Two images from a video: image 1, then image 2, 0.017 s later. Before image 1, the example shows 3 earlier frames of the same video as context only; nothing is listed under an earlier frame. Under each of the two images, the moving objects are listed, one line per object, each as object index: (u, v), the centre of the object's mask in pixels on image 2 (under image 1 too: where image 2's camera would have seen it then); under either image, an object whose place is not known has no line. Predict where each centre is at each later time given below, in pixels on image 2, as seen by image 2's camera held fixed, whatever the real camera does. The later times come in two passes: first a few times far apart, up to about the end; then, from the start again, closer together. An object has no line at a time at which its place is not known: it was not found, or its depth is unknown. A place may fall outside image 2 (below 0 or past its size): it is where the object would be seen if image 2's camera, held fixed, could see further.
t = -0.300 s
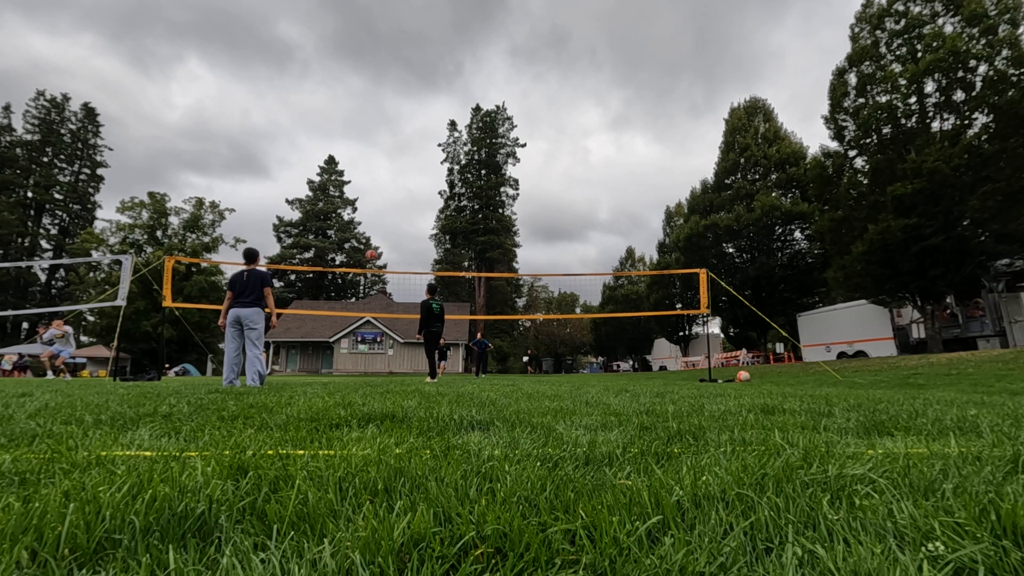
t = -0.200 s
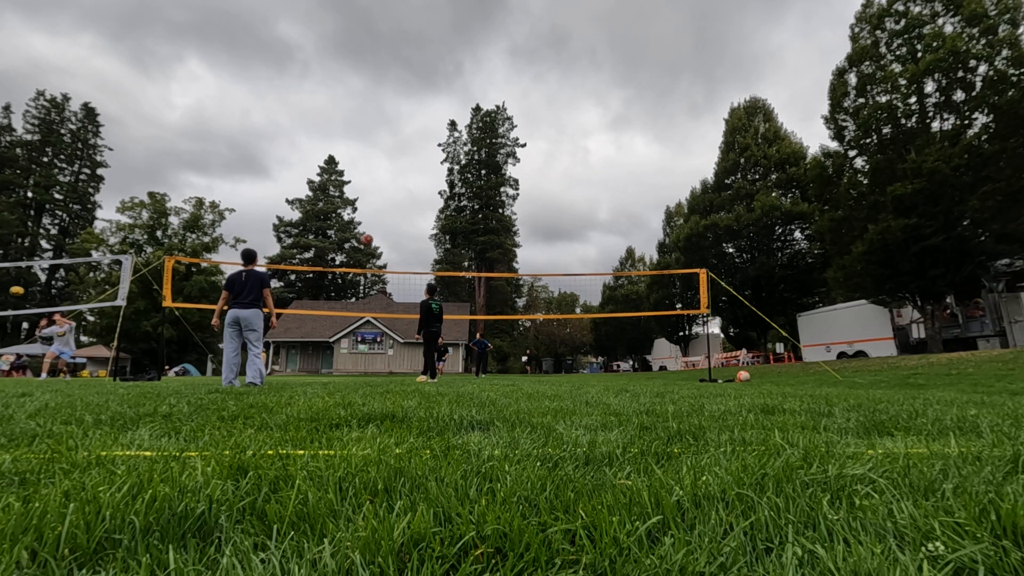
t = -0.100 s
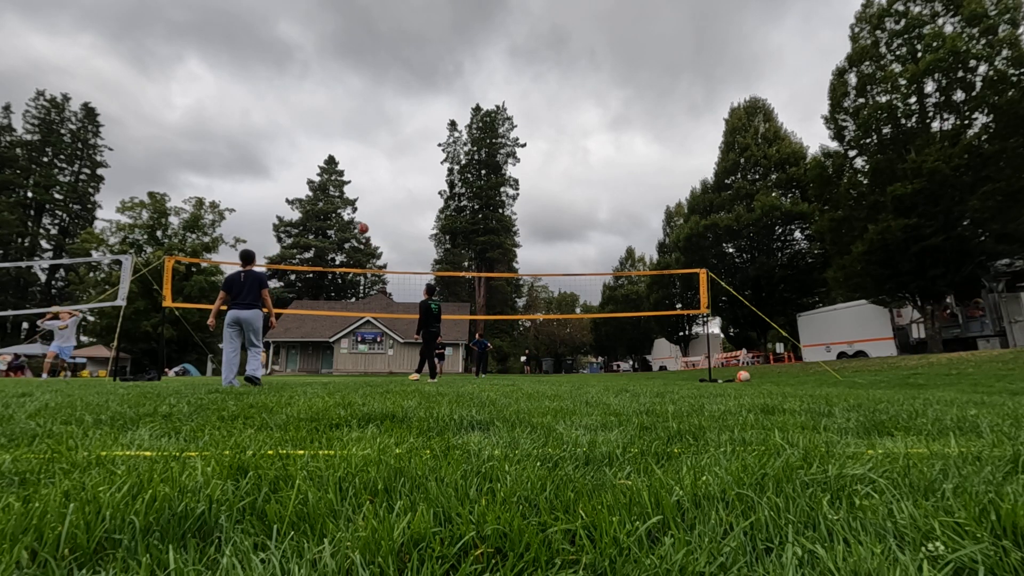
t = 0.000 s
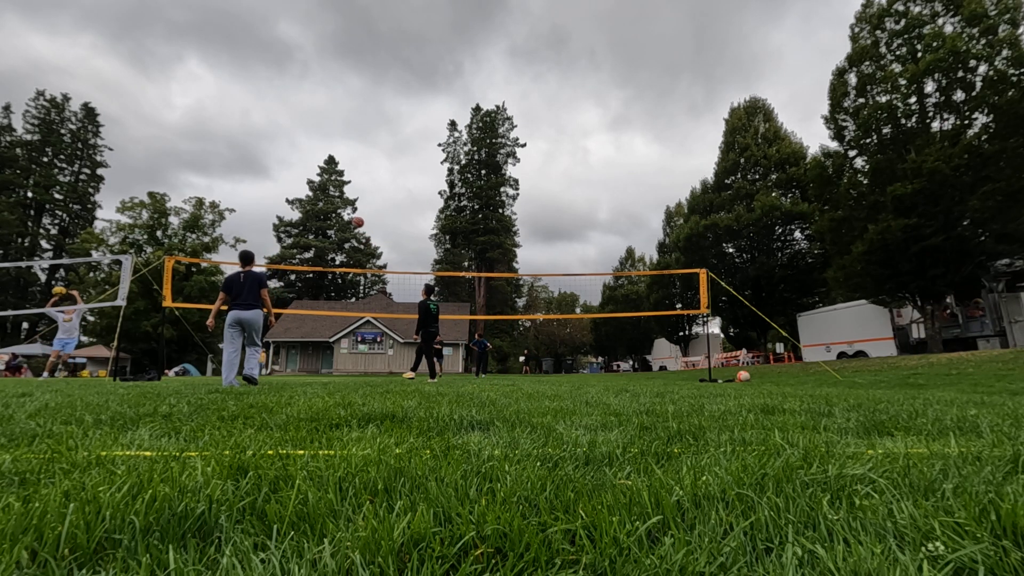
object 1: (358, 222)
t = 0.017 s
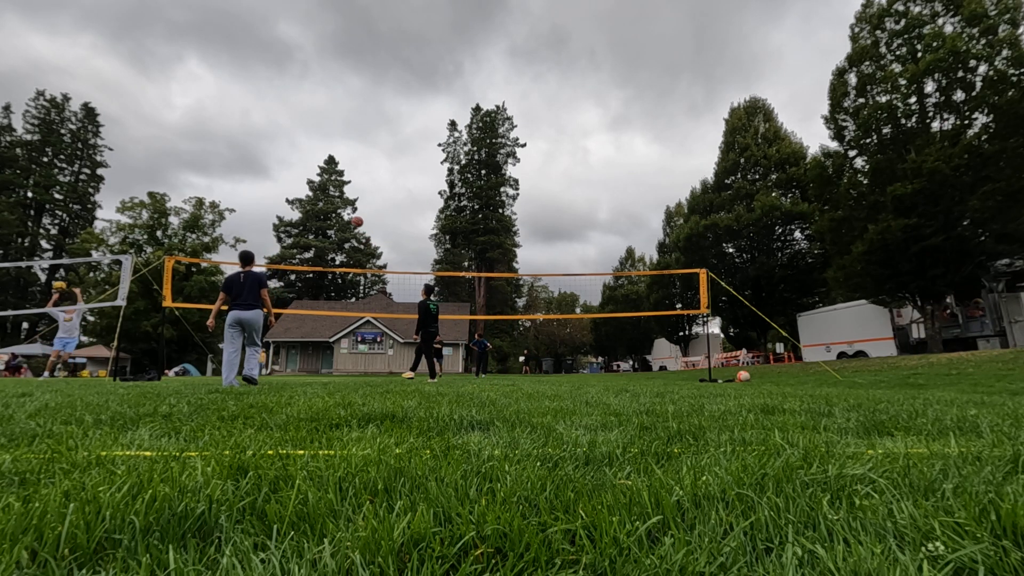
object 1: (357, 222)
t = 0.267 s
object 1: (344, 229)
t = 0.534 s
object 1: (327, 272)
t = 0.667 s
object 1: (319, 298)
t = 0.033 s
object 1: (356, 221)
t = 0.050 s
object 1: (355, 221)
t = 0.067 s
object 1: (354, 221)
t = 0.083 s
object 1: (354, 221)
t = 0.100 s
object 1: (353, 221)
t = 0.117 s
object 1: (352, 221)
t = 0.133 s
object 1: (352, 221)
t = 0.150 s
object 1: (351, 222)
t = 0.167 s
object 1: (350, 222)
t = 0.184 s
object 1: (349, 223)
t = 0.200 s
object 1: (348, 224)
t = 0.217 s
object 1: (347, 225)
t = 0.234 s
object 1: (346, 226)
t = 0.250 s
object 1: (345, 228)
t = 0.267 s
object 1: (344, 229)
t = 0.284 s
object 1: (343, 231)
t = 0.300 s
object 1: (342, 233)
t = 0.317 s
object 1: (341, 235)
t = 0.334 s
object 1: (340, 237)
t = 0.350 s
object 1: (339, 239)
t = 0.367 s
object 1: (338, 241)
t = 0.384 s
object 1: (337, 244)
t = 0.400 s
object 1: (336, 246)
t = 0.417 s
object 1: (335, 249)
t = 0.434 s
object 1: (334, 252)
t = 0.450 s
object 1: (332, 255)
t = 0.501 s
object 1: (329, 266)
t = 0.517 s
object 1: (328, 268)
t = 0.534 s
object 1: (327, 272)
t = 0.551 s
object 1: (326, 275)
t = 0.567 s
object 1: (325, 277)
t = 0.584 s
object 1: (324, 280)
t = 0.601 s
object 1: (323, 284)
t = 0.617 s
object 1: (322, 287)
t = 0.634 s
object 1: (321, 291)
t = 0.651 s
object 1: (320, 295)
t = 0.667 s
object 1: (319, 298)
